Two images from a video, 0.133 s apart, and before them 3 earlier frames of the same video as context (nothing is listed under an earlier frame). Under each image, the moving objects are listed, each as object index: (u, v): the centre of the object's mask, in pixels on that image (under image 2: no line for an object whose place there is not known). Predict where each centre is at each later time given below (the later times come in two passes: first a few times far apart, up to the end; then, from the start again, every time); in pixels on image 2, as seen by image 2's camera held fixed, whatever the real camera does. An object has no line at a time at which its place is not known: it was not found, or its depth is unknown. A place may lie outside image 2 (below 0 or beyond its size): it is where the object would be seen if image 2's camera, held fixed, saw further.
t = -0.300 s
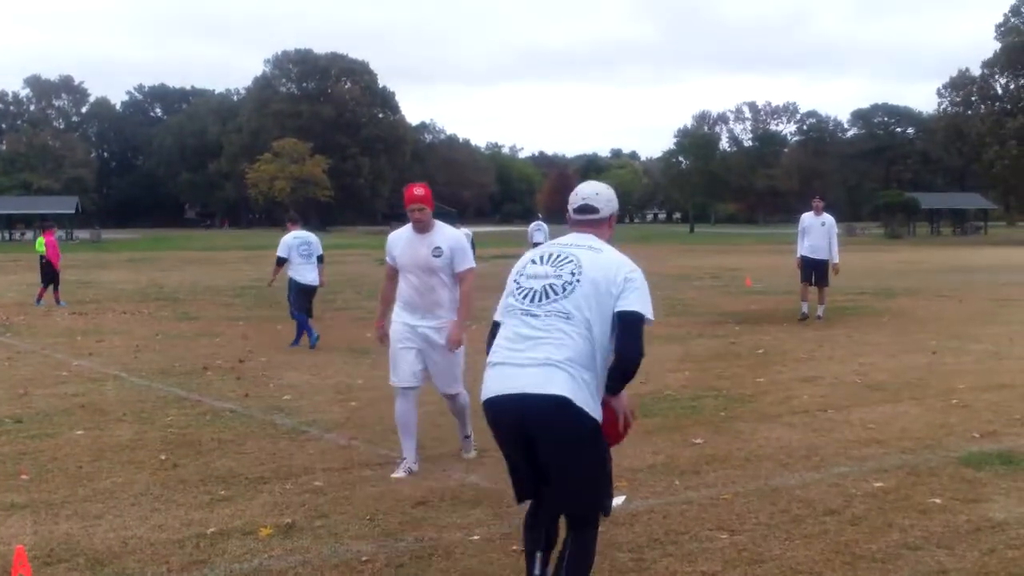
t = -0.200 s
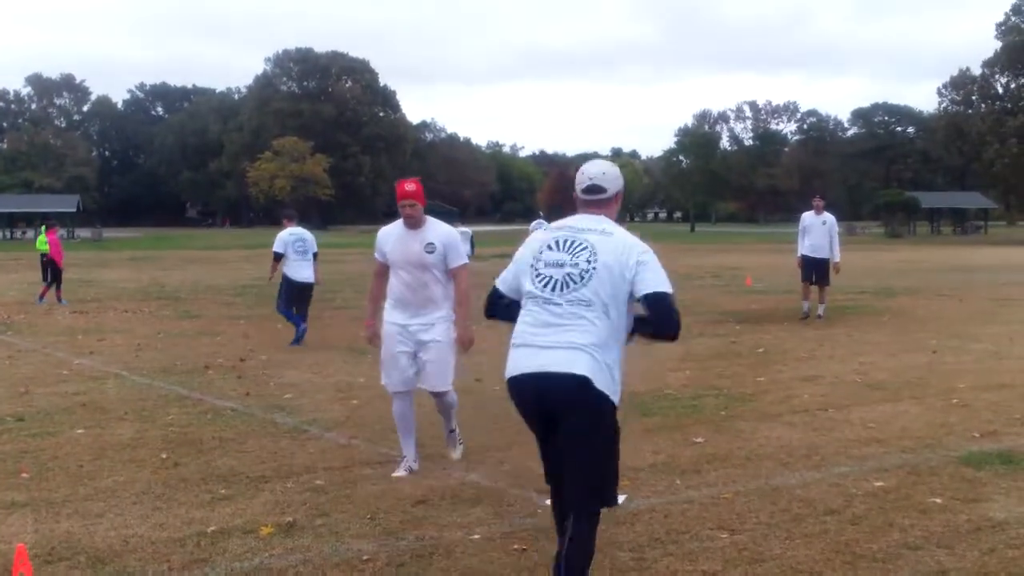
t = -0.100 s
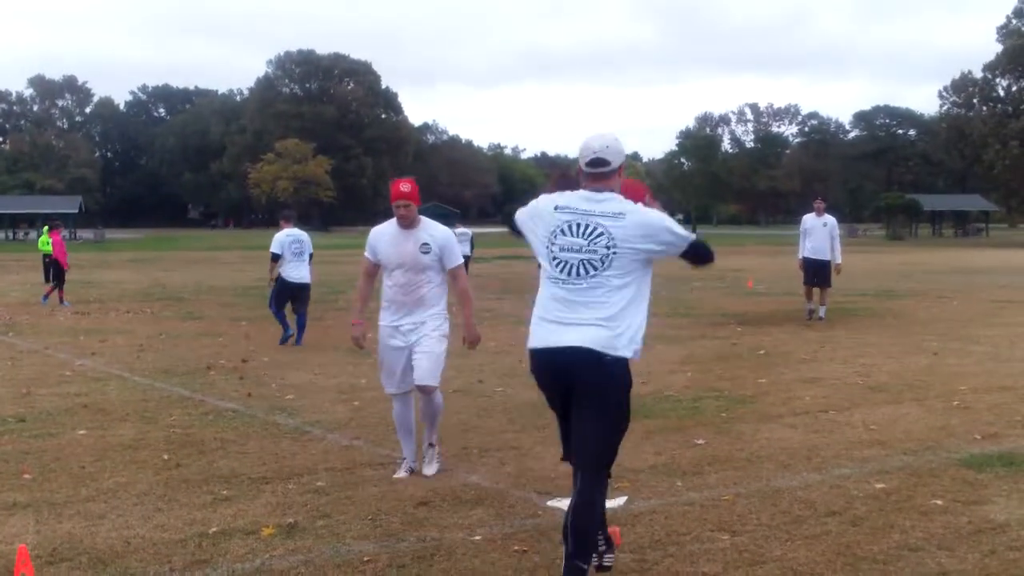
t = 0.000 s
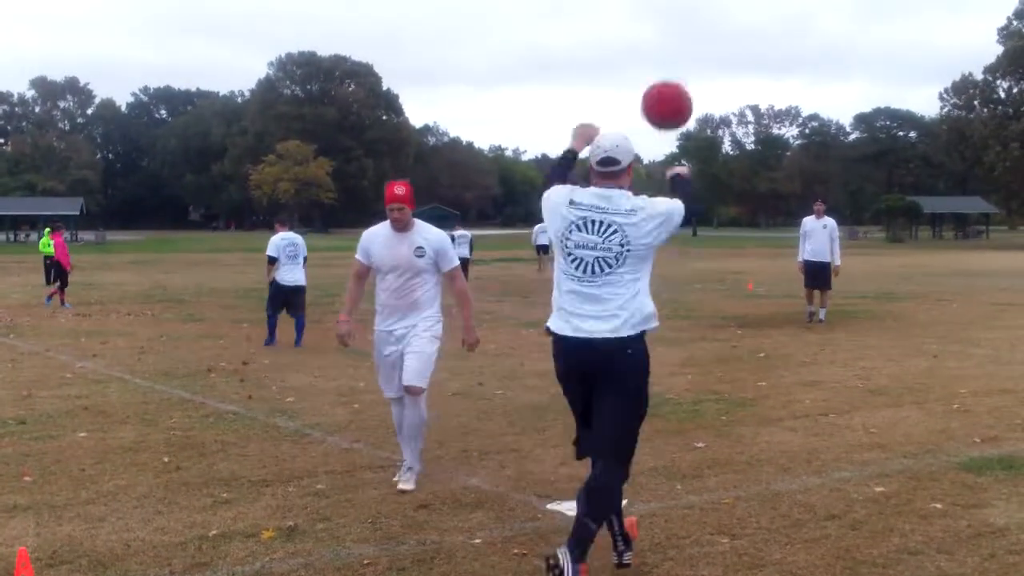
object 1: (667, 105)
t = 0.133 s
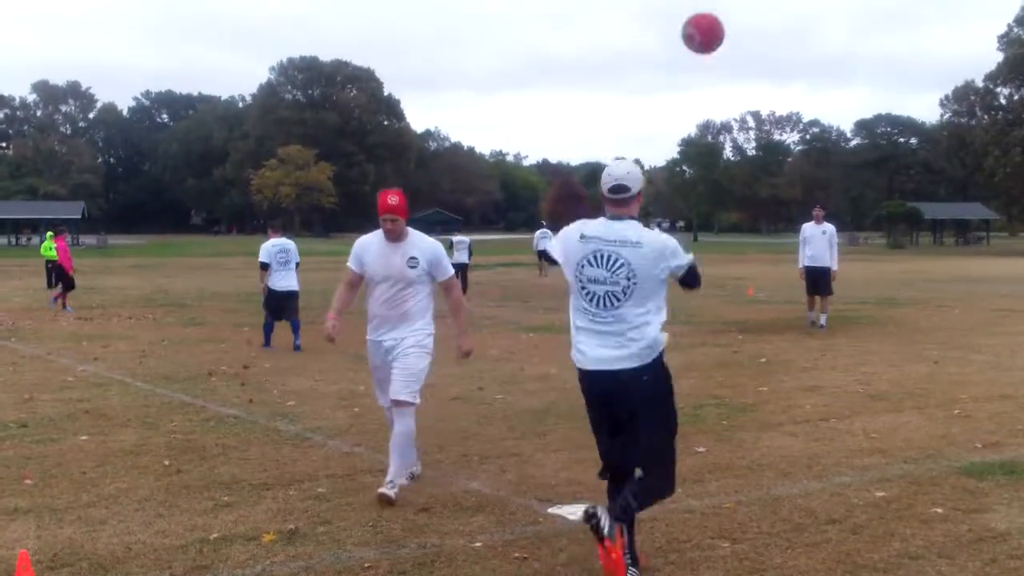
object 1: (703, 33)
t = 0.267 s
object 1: (723, 8)
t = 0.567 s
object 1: (742, 22)
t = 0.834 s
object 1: (748, 98)
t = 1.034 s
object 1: (746, 166)
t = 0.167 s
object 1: (709, 22)
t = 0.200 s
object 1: (715, 14)
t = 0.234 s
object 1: (720, 10)
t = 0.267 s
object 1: (723, 8)
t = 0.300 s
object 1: (727, 7)
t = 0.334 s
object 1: (730, 7)
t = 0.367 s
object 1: (732, 8)
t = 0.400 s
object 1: (734, 9)
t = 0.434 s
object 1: (736, 9)
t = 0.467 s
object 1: (739, 10)
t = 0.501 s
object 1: (740, 12)
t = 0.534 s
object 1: (742, 15)
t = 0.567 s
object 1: (742, 22)
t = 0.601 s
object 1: (744, 30)
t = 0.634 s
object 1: (745, 37)
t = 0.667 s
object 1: (746, 47)
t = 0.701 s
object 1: (747, 55)
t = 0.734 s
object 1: (748, 65)
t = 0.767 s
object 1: (748, 75)
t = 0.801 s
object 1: (748, 86)
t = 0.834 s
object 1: (748, 98)
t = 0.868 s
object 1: (748, 109)
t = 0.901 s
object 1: (748, 120)
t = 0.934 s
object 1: (747, 130)
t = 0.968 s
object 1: (746, 144)
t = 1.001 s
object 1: (746, 156)
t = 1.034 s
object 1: (746, 166)
